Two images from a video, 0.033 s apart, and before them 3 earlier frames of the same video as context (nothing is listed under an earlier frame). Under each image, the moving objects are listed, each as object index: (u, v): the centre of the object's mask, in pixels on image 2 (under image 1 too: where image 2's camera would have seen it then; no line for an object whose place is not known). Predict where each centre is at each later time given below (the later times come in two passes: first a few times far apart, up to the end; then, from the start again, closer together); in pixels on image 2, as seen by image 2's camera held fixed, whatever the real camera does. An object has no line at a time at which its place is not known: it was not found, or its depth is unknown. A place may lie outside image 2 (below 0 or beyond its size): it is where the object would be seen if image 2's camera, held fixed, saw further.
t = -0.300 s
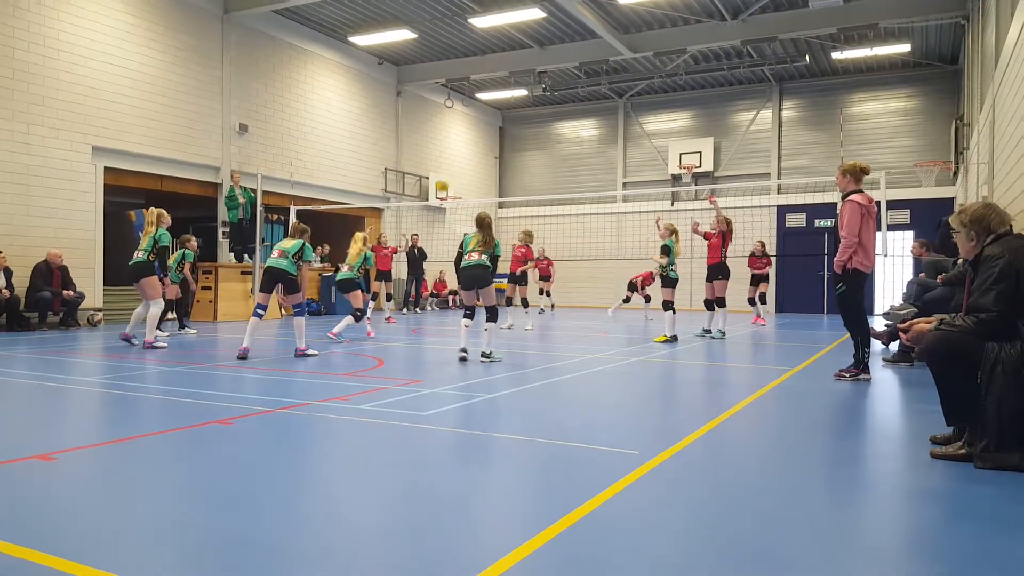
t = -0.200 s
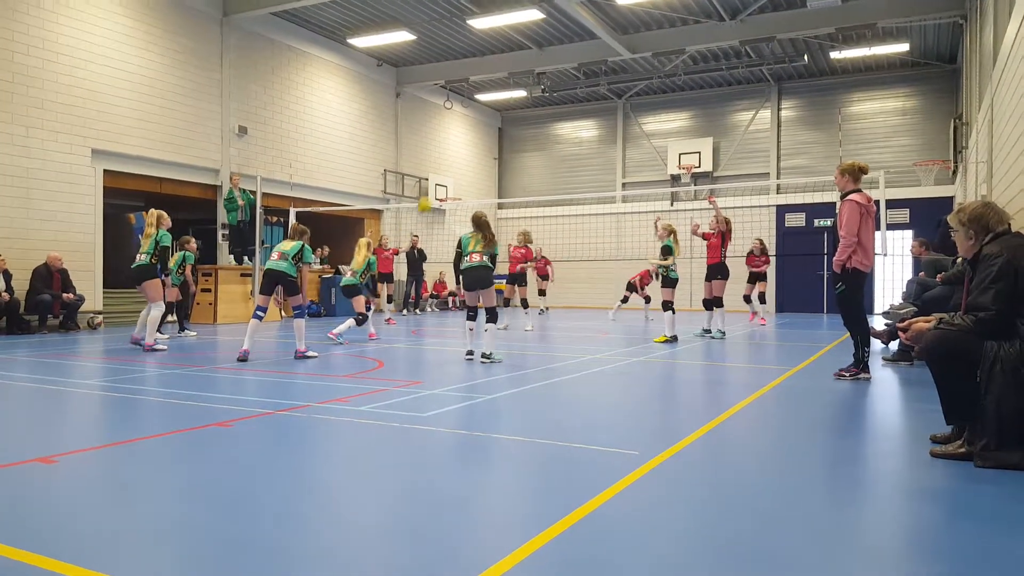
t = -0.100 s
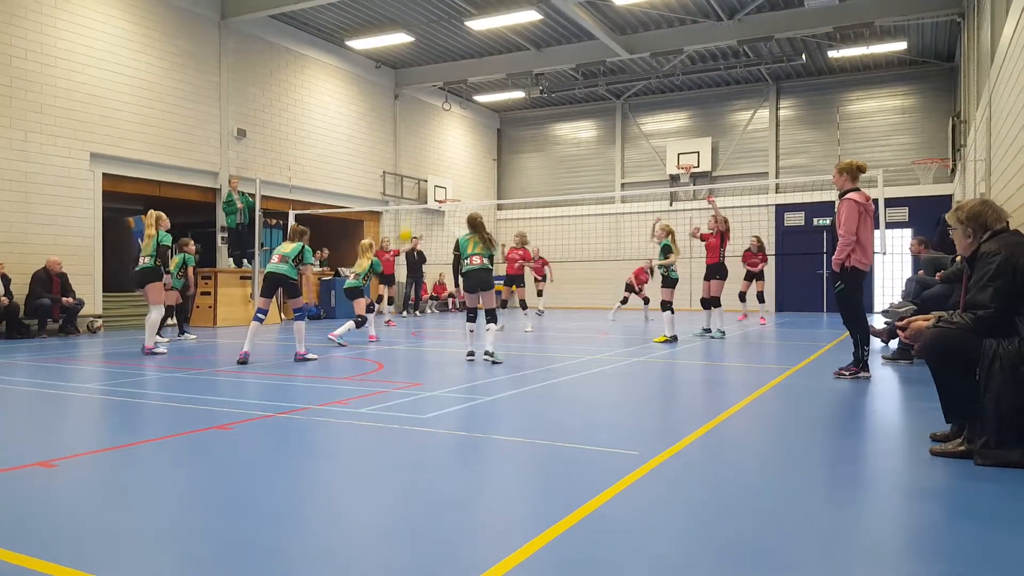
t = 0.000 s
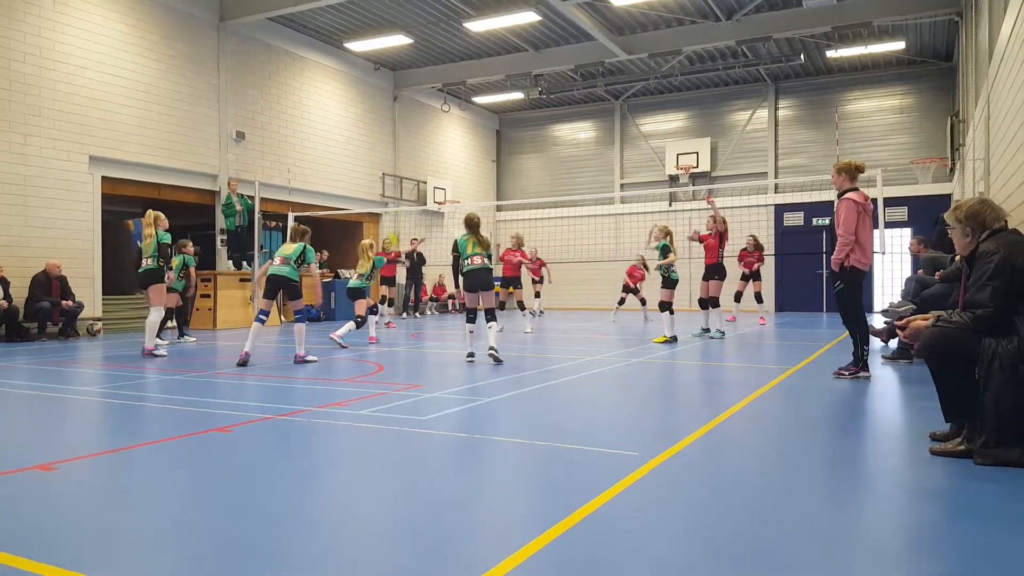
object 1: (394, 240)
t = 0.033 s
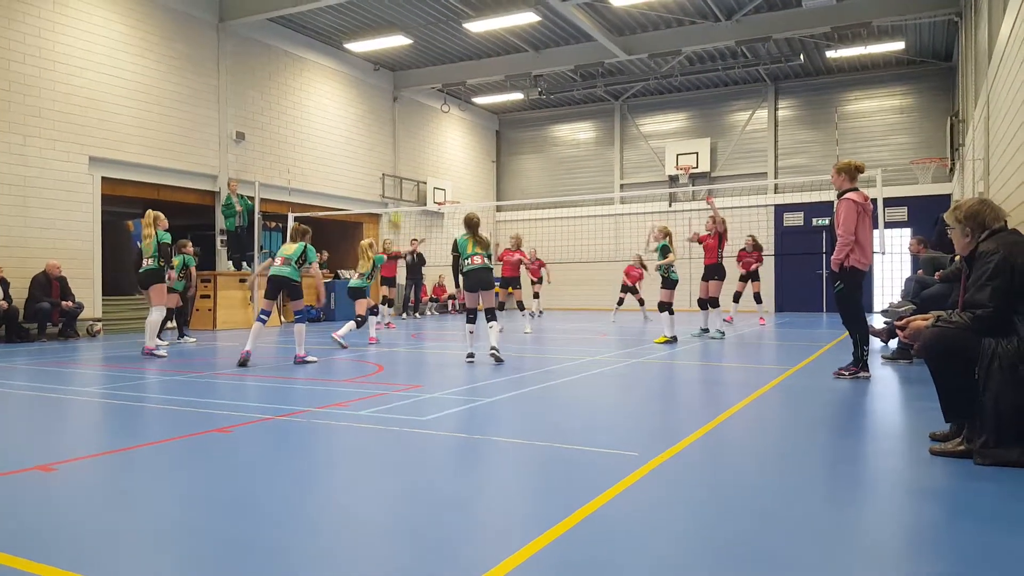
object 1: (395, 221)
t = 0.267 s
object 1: (402, 114)
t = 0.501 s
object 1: (411, 47)
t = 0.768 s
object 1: (420, 16)
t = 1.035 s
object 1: (432, 42)
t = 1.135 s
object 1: (437, 69)
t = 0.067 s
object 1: (396, 206)
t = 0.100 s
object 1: (397, 187)
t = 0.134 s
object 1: (398, 171)
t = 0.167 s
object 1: (399, 158)
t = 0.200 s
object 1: (399, 144)
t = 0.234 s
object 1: (403, 128)
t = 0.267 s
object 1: (402, 114)
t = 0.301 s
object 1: (403, 103)
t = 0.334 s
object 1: (404, 92)
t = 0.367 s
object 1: (404, 81)
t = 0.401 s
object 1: (407, 71)
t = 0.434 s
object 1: (408, 61)
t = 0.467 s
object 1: (408, 53)
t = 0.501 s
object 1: (411, 47)
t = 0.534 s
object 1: (412, 39)
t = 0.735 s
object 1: (418, 17)
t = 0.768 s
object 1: (420, 16)
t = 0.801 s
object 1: (422, 16)
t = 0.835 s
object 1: (423, 15)
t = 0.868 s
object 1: (425, 19)
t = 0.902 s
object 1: (426, 22)
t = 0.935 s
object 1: (427, 25)
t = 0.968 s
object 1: (429, 29)
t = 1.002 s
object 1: (431, 36)
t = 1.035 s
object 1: (432, 42)
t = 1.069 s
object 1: (433, 51)
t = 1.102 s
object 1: (435, 60)
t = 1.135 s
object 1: (437, 69)
